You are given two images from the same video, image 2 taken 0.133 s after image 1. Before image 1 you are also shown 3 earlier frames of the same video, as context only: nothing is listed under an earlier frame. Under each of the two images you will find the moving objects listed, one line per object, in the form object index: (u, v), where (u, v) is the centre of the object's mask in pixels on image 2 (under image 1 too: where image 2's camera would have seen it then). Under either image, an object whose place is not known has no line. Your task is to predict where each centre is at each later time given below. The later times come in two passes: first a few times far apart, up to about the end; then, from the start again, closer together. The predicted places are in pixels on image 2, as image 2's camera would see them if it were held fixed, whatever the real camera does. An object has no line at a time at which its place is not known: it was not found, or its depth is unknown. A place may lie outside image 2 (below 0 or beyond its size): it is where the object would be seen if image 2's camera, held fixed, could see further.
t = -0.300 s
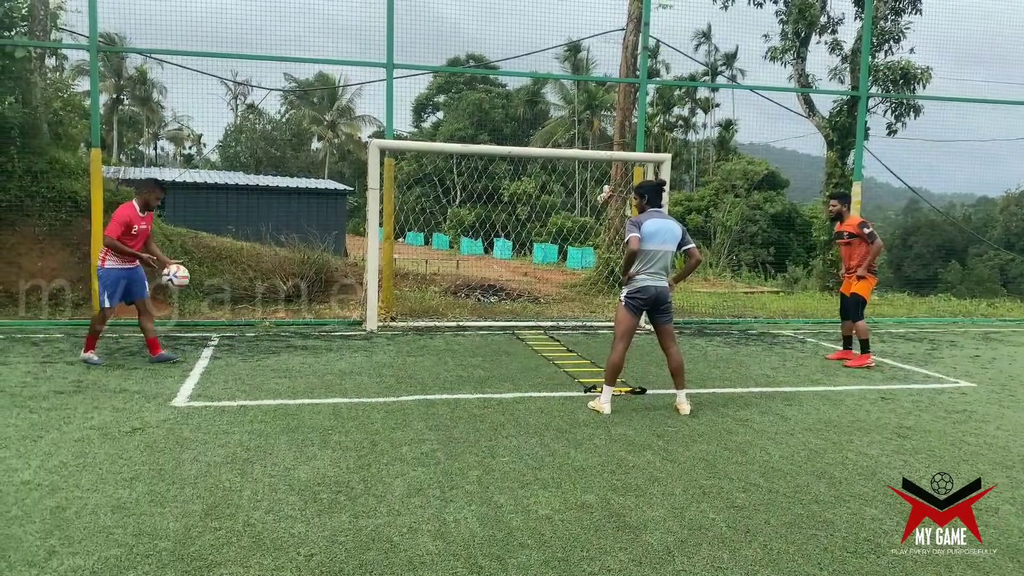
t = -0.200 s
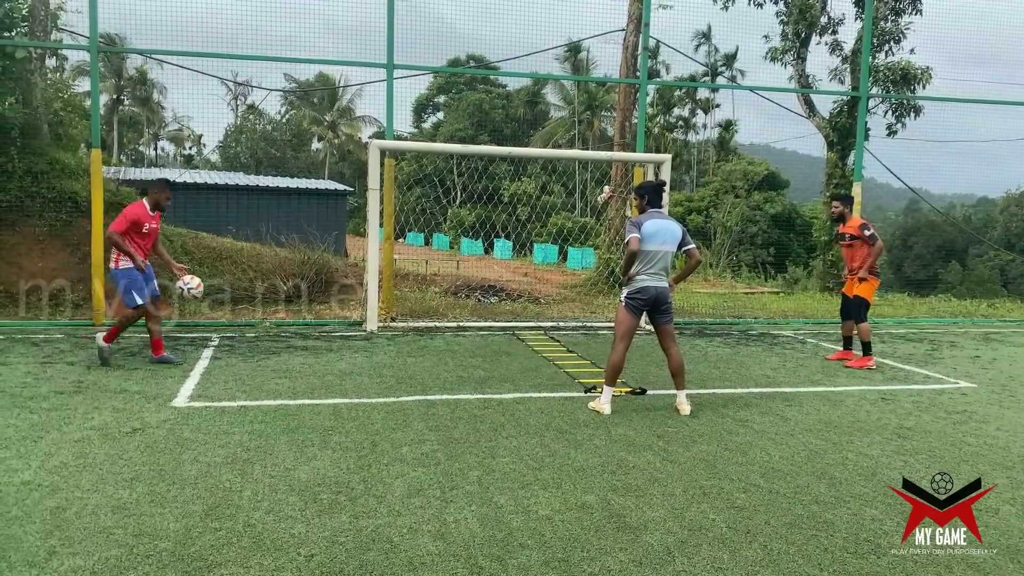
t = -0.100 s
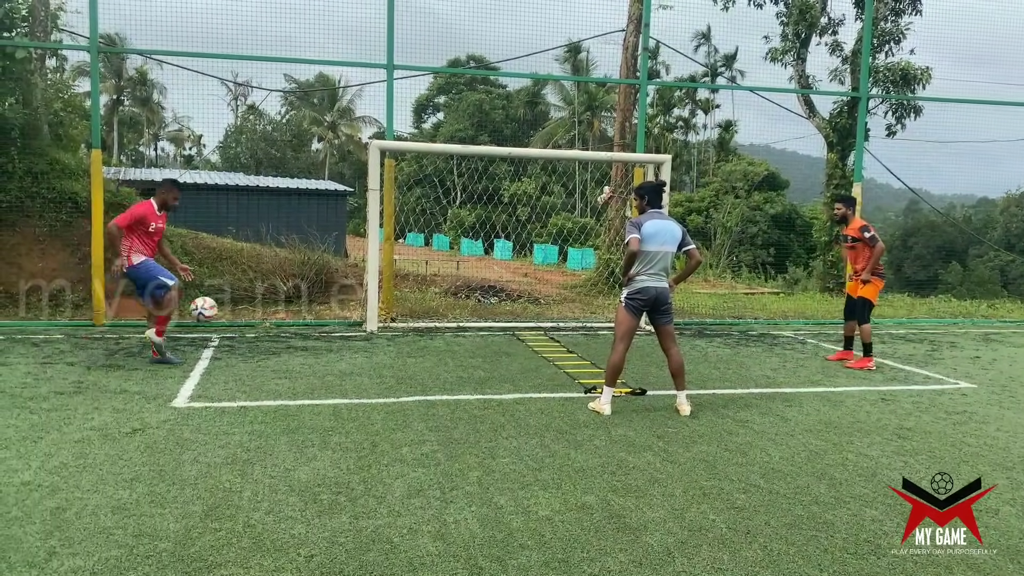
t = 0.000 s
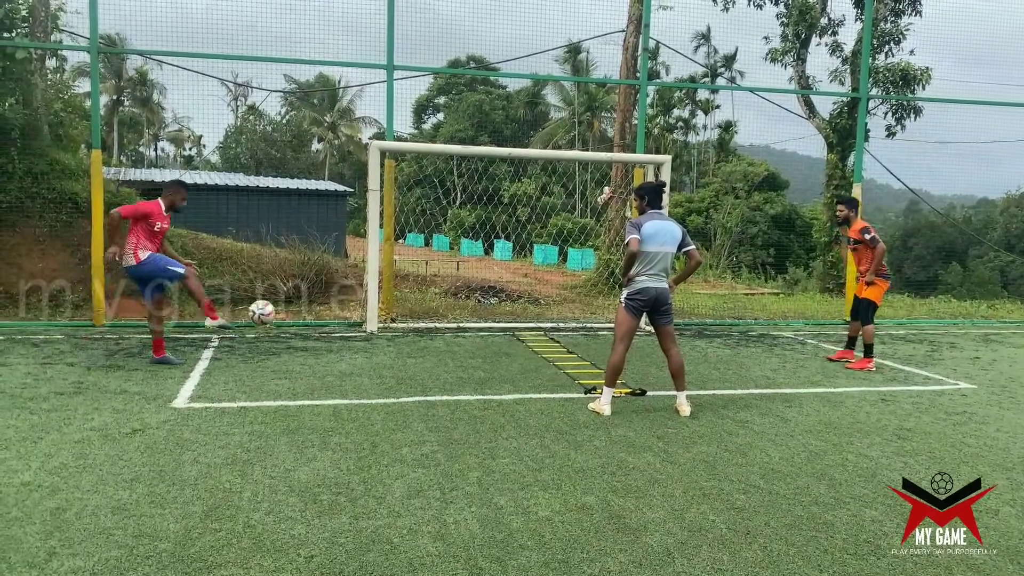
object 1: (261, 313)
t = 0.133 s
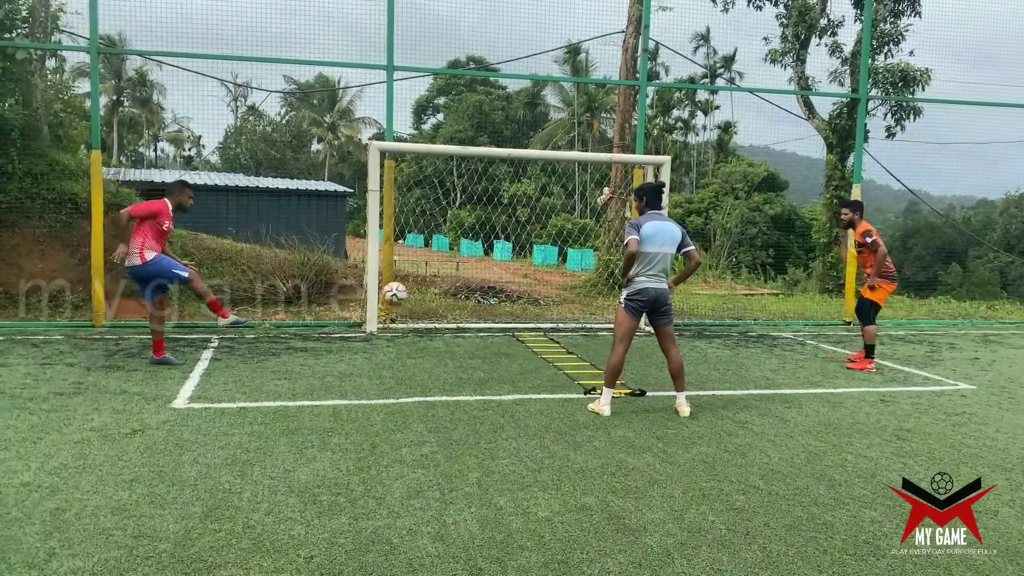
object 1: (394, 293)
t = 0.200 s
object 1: (454, 291)
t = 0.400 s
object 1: (610, 312)
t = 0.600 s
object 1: (735, 325)
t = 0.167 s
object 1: (425, 291)
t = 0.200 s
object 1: (454, 291)
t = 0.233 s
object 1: (482, 292)
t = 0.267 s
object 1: (510, 294)
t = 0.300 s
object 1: (536, 297)
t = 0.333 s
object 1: (563, 301)
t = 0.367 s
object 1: (588, 306)
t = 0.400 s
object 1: (610, 312)
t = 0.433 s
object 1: (646, 325)
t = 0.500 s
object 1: (685, 337)
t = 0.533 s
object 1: (703, 339)
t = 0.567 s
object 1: (719, 331)
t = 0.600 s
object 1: (735, 325)
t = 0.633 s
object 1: (750, 321)
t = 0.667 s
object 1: (764, 317)
